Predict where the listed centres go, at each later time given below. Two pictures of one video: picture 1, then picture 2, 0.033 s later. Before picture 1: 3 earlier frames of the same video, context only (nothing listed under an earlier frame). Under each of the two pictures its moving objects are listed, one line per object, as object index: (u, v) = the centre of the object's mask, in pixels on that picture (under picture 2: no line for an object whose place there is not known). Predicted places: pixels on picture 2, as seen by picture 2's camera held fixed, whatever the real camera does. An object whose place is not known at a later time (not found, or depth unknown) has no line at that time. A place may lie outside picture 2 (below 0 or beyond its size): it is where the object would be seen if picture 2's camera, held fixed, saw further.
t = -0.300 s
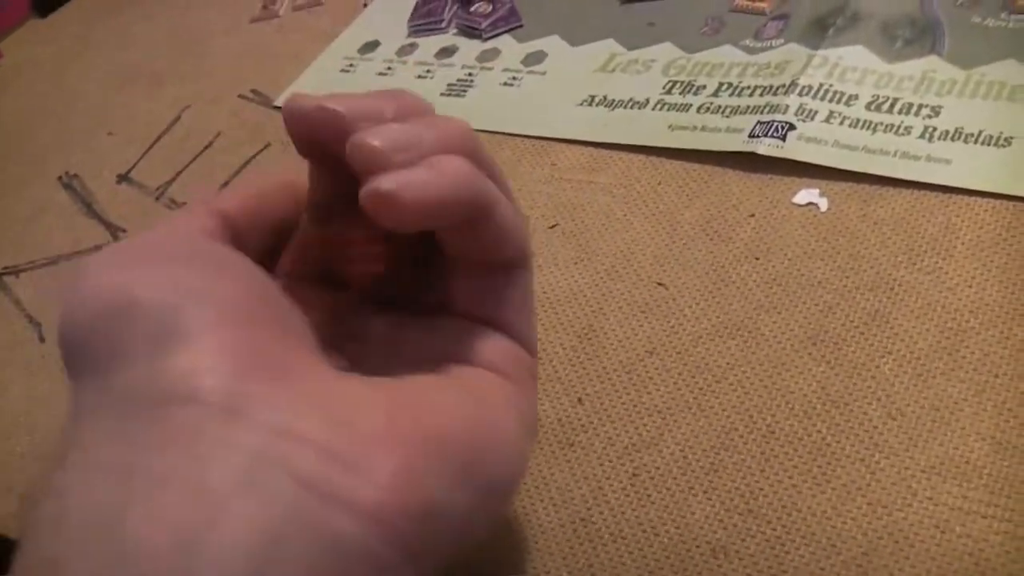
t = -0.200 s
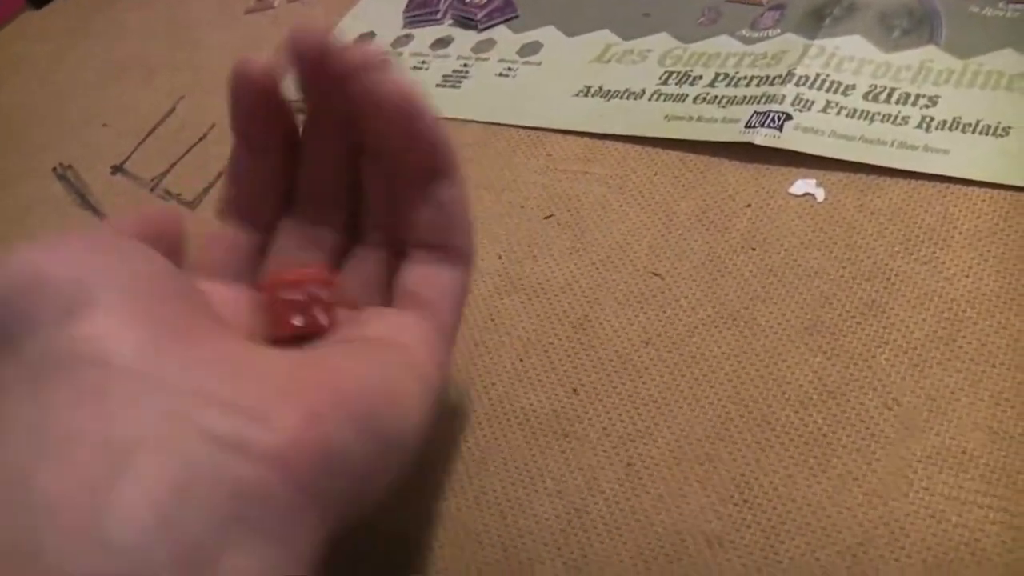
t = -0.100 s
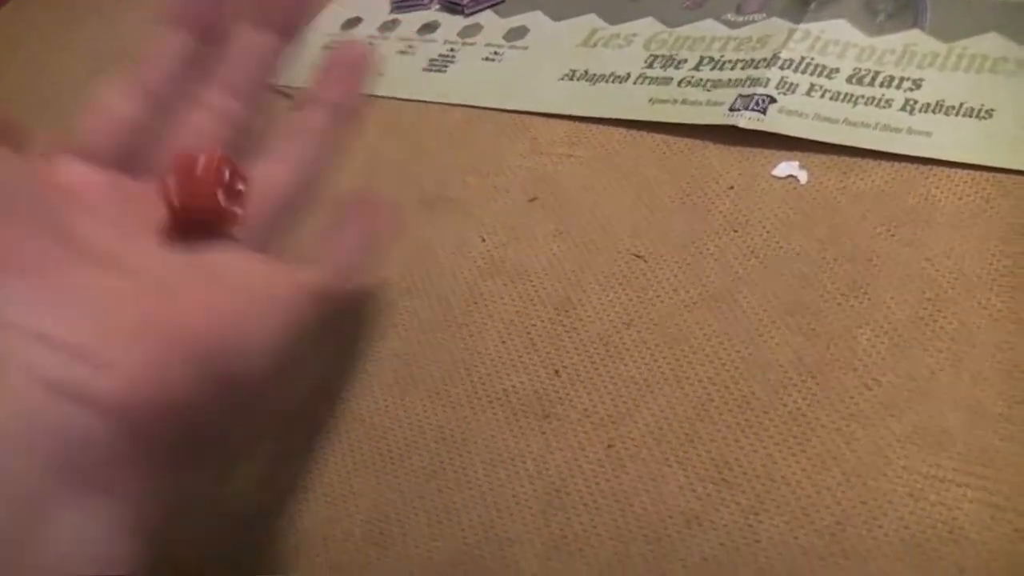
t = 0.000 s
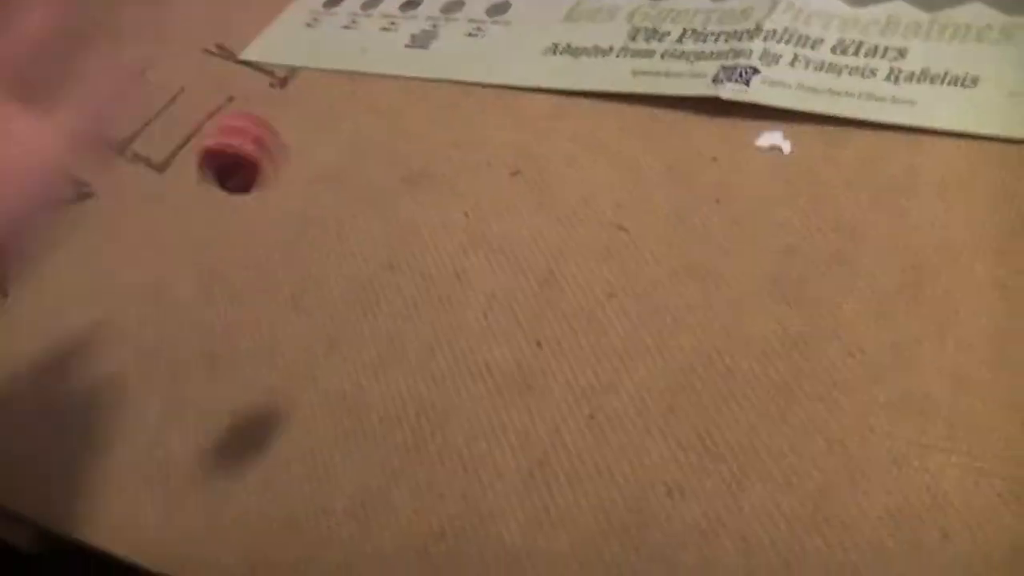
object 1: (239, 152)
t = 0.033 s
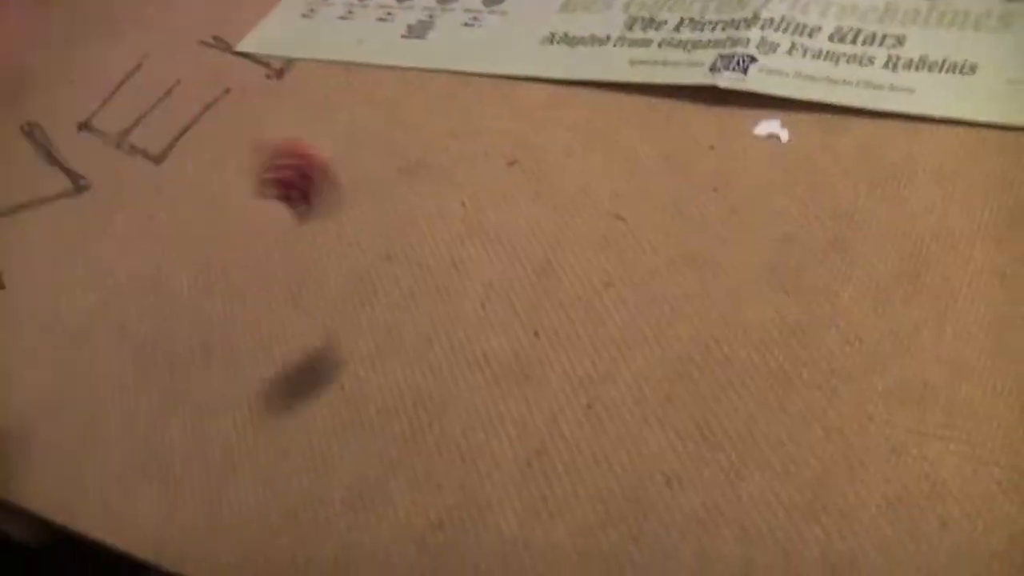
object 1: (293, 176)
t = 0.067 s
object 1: (371, 236)
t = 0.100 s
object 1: (410, 245)
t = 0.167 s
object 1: (458, 245)
